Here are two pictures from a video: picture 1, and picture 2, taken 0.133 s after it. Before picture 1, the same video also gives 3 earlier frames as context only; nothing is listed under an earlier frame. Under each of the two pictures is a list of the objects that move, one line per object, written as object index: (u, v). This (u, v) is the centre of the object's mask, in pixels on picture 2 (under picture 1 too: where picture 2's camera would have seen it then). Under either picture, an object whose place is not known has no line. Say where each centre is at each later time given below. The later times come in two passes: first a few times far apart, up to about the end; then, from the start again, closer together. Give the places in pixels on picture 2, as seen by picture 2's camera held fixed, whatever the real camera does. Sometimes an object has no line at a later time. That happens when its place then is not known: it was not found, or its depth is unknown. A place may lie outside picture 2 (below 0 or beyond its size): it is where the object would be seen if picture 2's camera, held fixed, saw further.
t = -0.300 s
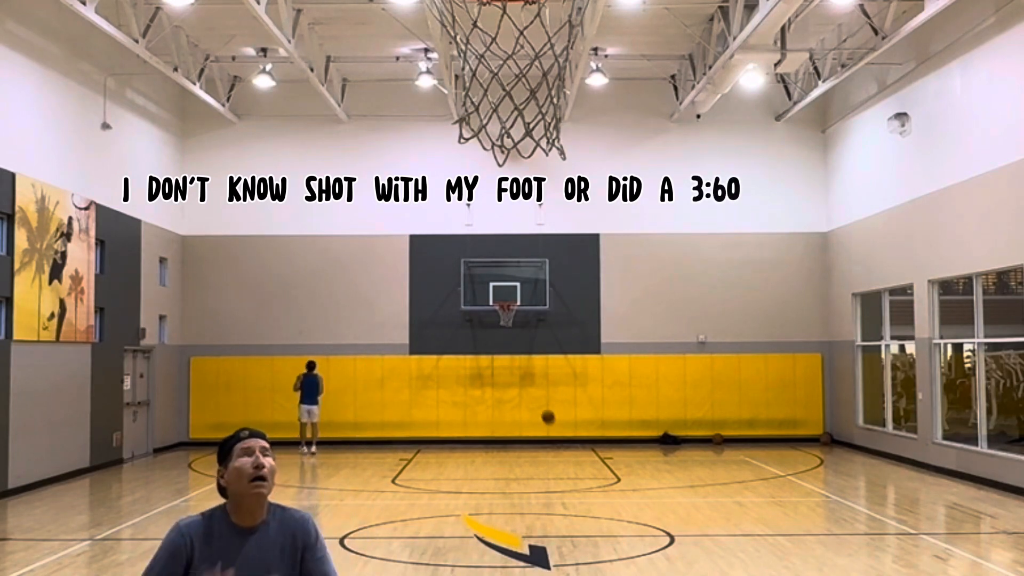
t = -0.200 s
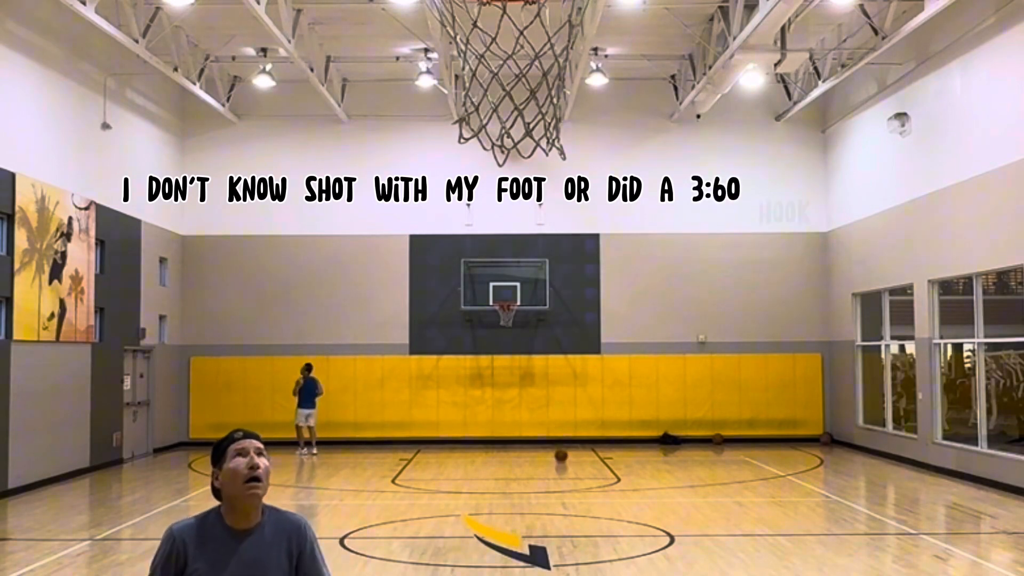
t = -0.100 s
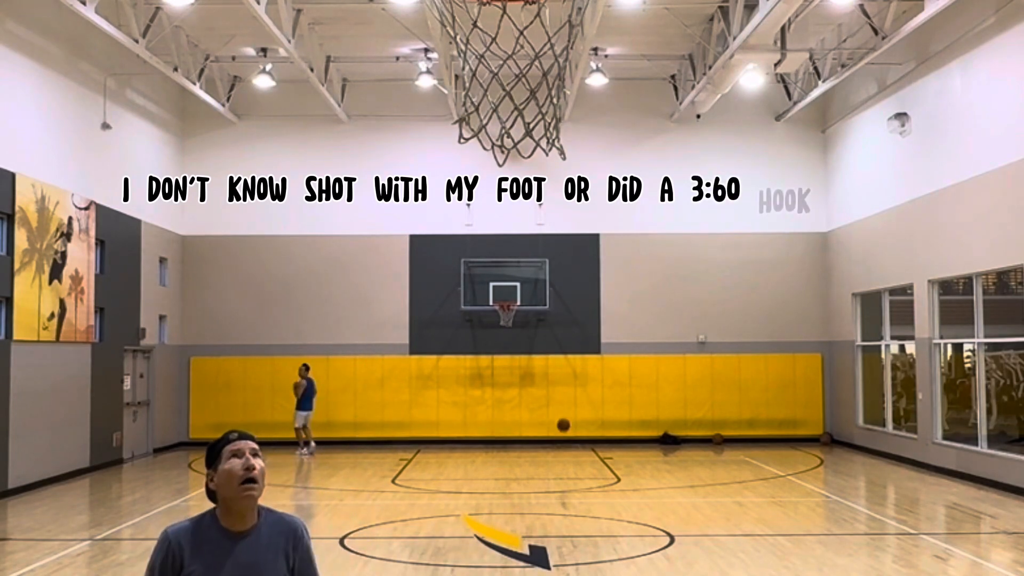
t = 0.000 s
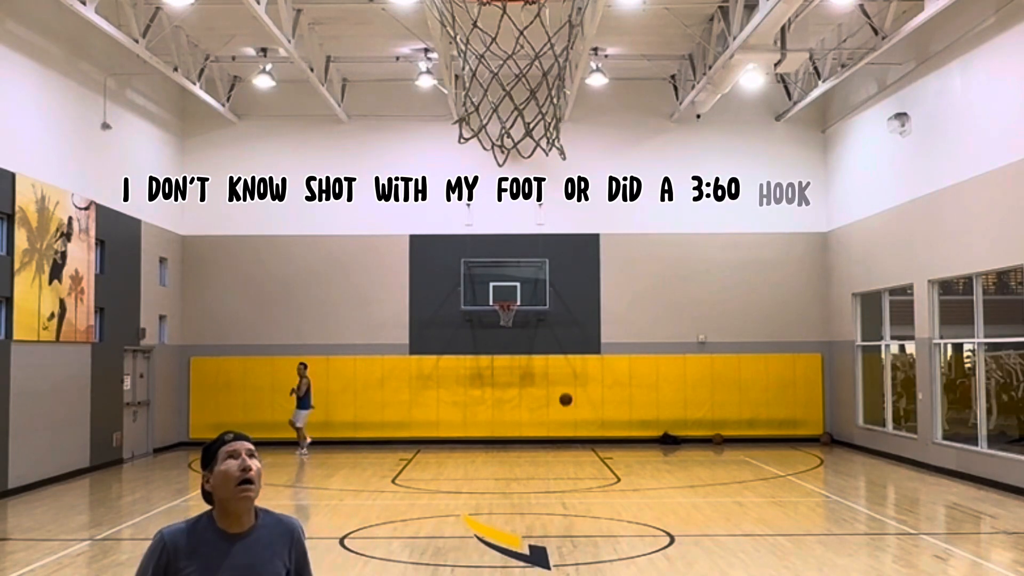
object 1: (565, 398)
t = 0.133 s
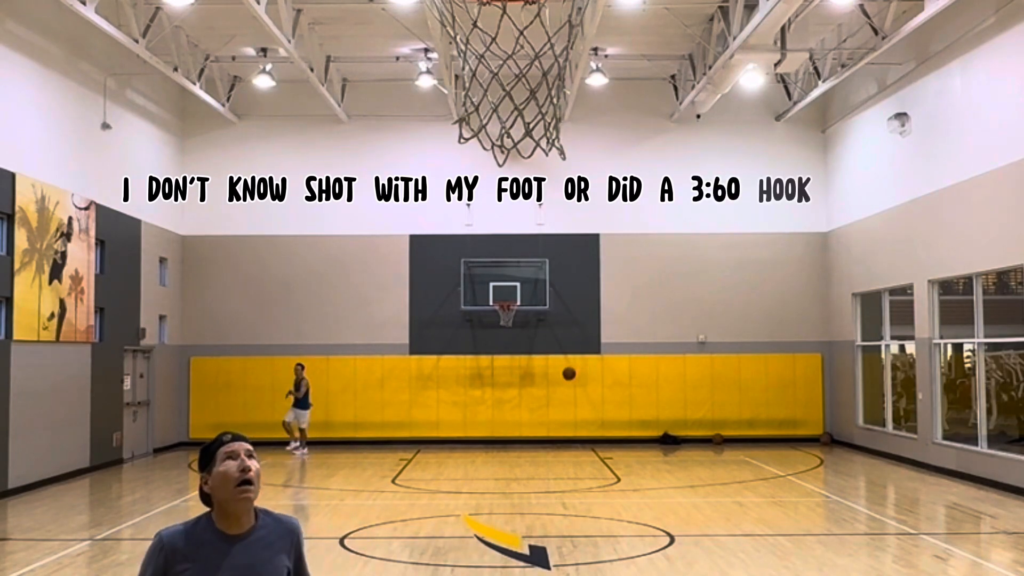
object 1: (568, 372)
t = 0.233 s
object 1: (571, 360)
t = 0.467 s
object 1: (578, 350)
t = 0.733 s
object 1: (586, 375)
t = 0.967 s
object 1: (593, 430)
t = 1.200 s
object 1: (602, 437)
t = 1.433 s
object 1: (612, 405)
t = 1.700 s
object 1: (625, 407)
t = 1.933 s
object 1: (637, 445)
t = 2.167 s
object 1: (647, 450)
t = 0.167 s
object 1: (569, 369)
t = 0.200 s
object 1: (570, 364)
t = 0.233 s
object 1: (571, 360)
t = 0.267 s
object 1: (572, 358)
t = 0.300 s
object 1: (573, 355)
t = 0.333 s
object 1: (574, 352)
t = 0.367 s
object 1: (575, 351)
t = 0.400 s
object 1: (576, 350)
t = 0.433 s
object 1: (577, 350)
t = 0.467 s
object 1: (578, 350)
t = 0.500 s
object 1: (578, 351)
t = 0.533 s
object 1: (579, 353)
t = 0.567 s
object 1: (581, 355)
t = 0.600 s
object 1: (582, 358)
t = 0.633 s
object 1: (582, 361)
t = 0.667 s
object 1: (584, 365)
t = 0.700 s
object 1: (585, 370)
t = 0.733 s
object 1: (586, 375)
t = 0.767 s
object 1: (587, 381)
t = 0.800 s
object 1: (588, 388)
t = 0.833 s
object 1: (589, 395)
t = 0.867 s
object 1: (590, 403)
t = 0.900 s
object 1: (591, 411)
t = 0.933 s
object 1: (592, 420)
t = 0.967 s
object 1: (593, 430)
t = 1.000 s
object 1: (594, 440)
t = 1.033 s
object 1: (595, 453)
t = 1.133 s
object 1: (599, 451)
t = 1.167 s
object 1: (600, 444)
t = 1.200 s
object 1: (602, 437)
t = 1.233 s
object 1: (603, 430)
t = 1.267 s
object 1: (605, 424)
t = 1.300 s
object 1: (606, 419)
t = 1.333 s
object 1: (608, 414)
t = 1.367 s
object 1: (609, 410)
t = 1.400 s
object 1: (610, 407)
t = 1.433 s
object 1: (612, 405)
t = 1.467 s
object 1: (613, 403)
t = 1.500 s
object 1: (615, 401)
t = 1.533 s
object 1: (617, 401)
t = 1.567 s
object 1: (618, 400)
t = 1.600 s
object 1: (620, 401)
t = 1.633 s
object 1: (622, 402)
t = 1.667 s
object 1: (623, 404)
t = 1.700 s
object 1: (625, 407)
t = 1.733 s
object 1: (626, 410)
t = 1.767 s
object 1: (628, 414)
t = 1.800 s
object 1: (630, 419)
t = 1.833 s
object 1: (632, 424)
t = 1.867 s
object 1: (633, 430)
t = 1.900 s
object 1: (635, 436)
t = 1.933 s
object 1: (637, 445)
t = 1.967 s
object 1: (638, 453)
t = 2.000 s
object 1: (640, 461)
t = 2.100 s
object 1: (644, 461)
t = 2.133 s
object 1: (645, 456)
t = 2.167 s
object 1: (647, 450)
